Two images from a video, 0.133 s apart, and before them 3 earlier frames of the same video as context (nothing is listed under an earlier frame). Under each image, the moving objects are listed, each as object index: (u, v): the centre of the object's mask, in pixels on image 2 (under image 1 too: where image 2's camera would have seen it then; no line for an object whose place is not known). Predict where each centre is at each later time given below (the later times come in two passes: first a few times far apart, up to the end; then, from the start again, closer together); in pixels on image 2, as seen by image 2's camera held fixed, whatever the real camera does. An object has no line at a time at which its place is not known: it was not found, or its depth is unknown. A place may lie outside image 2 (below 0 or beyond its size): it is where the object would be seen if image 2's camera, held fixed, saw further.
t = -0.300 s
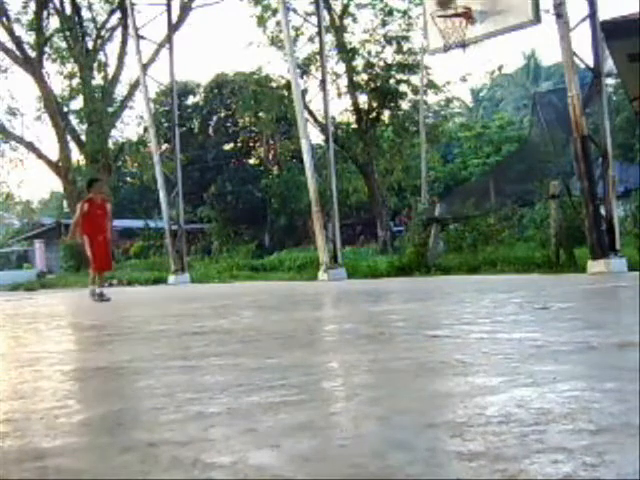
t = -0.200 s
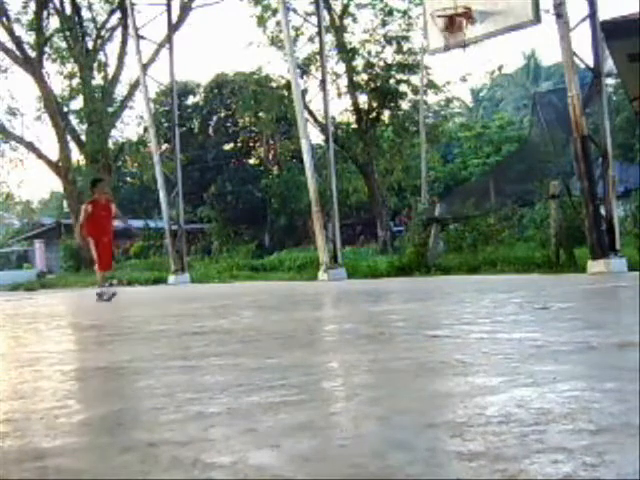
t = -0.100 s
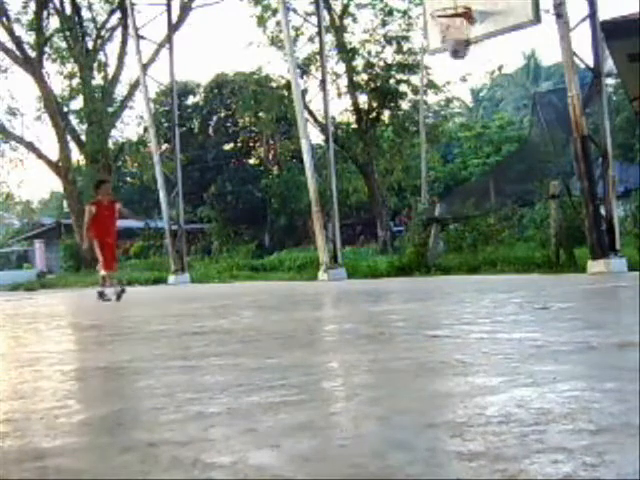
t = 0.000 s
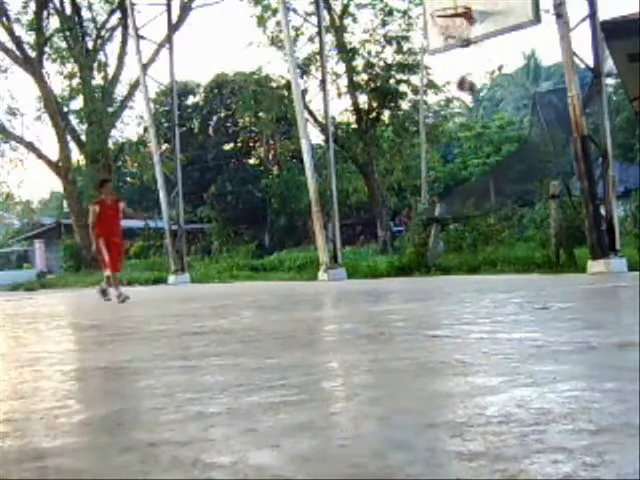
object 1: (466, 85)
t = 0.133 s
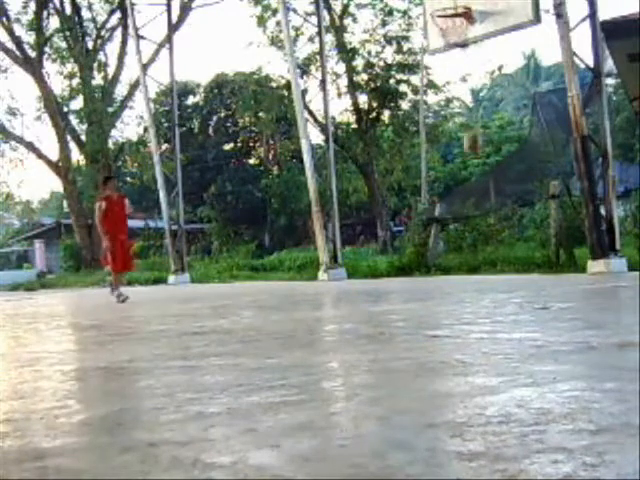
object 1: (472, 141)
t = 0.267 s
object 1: (484, 210)
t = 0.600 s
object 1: (482, 170)
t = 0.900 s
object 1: (472, 109)
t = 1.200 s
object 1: (470, 120)
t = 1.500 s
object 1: (470, 203)
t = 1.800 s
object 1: (472, 219)
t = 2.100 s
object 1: (474, 168)
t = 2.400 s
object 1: (482, 181)
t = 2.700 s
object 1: (492, 257)
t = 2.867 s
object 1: (493, 230)
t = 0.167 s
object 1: (474, 156)
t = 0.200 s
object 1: (479, 176)
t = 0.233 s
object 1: (482, 192)
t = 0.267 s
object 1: (484, 210)
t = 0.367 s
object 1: (491, 267)
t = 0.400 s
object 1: (488, 255)
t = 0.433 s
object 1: (486, 237)
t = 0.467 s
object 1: (487, 222)
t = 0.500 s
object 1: (486, 208)
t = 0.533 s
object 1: (485, 193)
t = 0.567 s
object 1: (483, 181)
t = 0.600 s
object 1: (482, 170)
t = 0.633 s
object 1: (482, 159)
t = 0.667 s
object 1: (479, 150)
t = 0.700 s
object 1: (478, 139)
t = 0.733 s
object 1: (477, 134)
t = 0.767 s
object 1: (475, 126)
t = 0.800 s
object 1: (474, 121)
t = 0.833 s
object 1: (472, 115)
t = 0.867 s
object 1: (472, 111)
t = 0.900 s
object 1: (472, 109)
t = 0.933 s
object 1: (472, 107)
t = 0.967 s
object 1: (471, 106)
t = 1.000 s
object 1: (471, 106)
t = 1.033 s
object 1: (470, 106)
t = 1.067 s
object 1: (470, 108)
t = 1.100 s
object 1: (470, 110)
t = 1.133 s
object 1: (470, 113)
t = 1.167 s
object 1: (470, 117)
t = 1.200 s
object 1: (470, 120)
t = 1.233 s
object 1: (470, 126)
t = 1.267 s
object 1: (470, 133)
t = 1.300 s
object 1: (471, 140)
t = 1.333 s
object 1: (471, 151)
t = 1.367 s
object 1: (471, 159)
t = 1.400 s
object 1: (470, 169)
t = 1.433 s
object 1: (470, 179)
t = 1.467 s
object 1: (470, 194)
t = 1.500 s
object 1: (470, 203)
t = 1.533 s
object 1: (470, 216)
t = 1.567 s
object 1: (471, 230)
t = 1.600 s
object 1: (471, 244)
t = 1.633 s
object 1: (472, 260)
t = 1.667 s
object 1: (473, 265)
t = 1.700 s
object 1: (472, 257)
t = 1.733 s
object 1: (472, 242)
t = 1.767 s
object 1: (472, 232)
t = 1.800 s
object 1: (472, 219)
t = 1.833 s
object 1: (472, 211)
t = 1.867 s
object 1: (472, 203)
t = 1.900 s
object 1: (472, 194)
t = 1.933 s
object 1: (473, 188)
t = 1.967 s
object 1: (473, 183)
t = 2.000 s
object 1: (473, 178)
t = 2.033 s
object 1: (473, 174)
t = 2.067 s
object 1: (475, 170)
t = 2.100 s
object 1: (474, 168)
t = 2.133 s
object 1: (475, 166)
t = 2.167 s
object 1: (476, 166)
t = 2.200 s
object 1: (478, 167)
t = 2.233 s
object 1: (478, 168)
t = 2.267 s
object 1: (479, 168)
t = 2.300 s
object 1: (479, 168)
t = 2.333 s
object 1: (480, 171)
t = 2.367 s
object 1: (480, 175)
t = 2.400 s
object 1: (482, 181)
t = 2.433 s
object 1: (483, 184)
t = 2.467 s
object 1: (482, 193)
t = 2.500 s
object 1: (483, 199)
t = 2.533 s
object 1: (485, 206)
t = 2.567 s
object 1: (486, 215)
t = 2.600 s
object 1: (488, 228)
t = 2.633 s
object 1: (489, 233)
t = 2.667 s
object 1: (489, 247)
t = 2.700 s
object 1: (492, 257)
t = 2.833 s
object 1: (493, 240)
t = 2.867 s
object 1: (493, 230)
